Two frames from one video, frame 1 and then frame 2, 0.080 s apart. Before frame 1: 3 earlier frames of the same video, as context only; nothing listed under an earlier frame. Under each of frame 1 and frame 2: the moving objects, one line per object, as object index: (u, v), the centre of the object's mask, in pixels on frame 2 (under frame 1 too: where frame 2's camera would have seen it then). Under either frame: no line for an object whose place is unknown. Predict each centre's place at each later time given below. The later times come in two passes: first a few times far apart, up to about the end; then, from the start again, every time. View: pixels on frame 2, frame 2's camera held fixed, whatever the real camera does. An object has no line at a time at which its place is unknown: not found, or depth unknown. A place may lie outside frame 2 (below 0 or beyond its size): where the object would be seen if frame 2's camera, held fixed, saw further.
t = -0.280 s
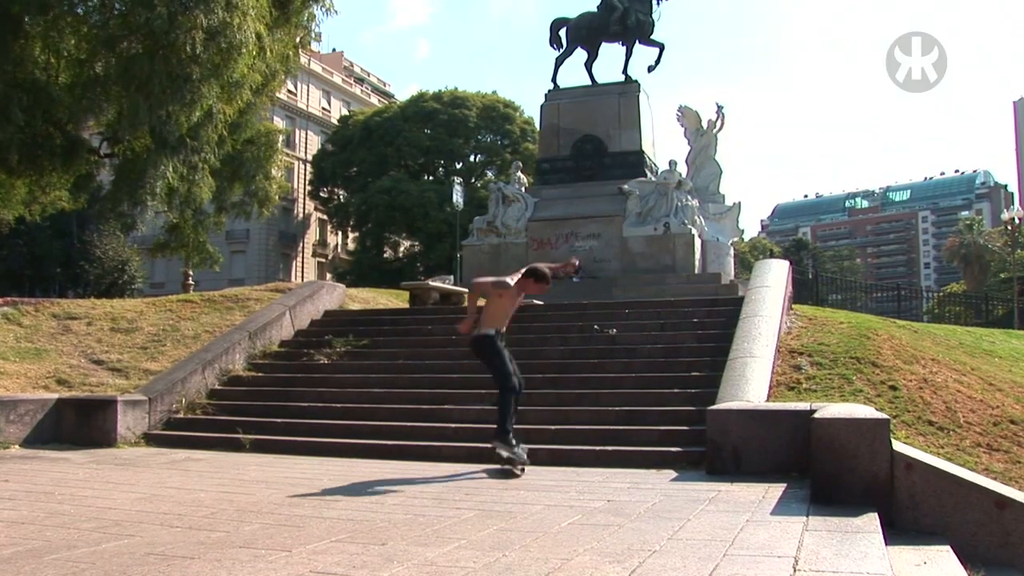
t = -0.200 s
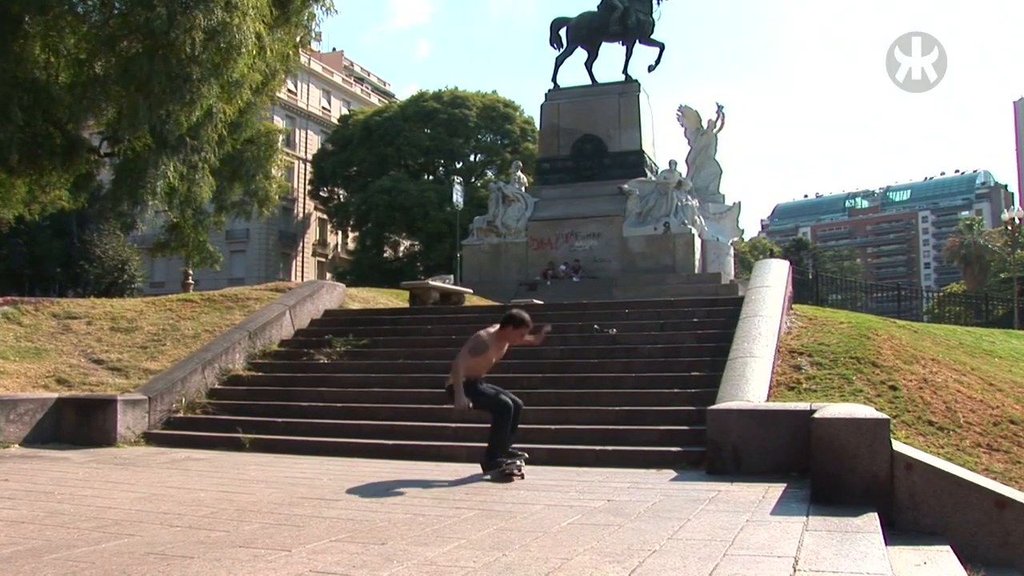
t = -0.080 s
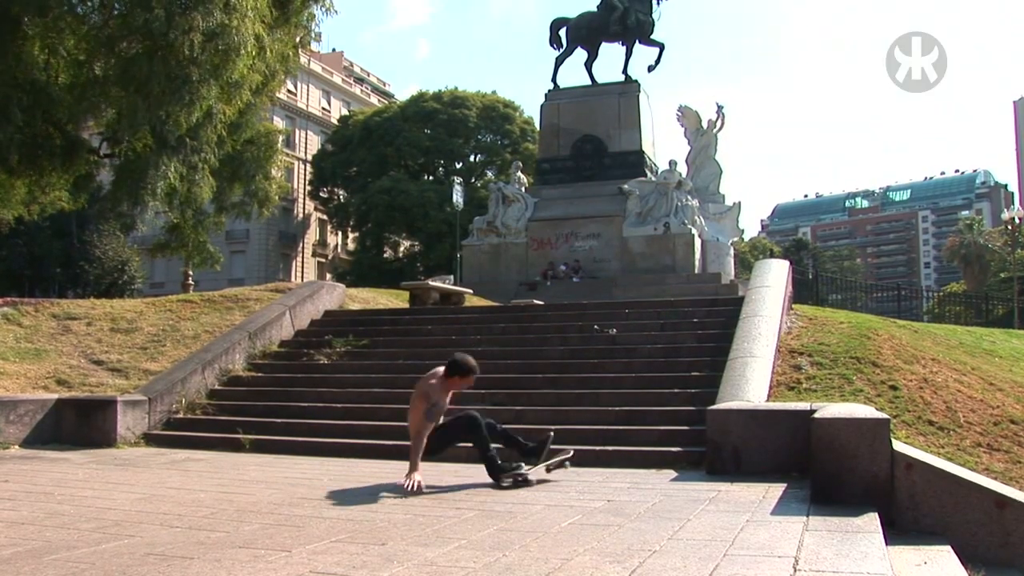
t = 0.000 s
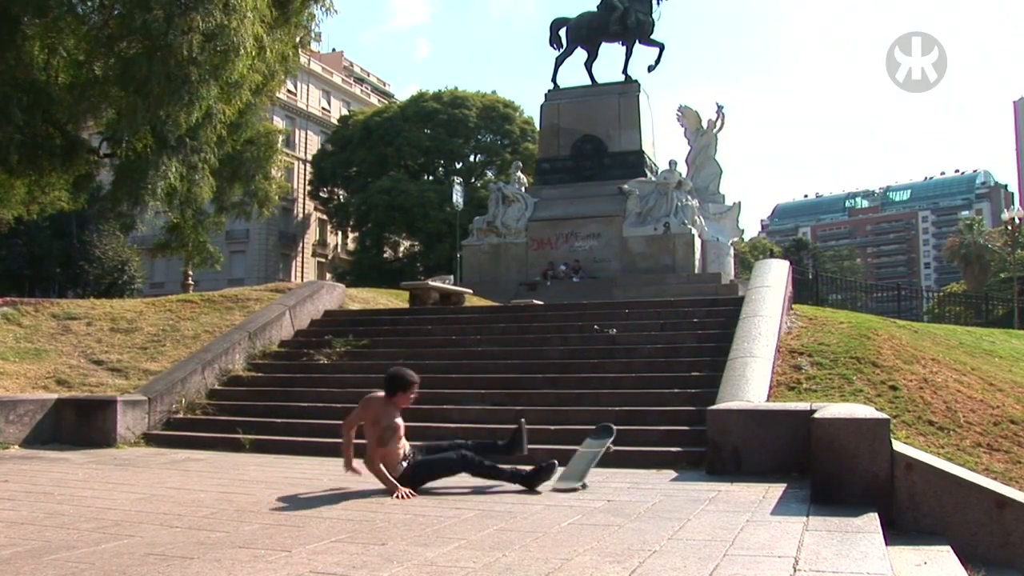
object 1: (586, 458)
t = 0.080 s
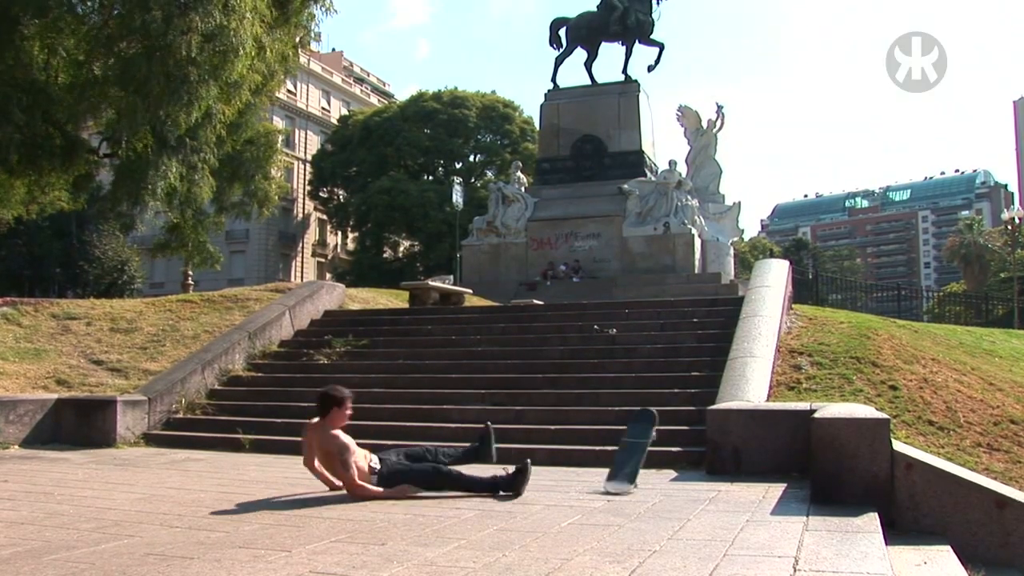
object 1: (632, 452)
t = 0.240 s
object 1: (730, 457)
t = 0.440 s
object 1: (787, 484)
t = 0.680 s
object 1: (782, 492)
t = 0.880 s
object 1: (775, 497)
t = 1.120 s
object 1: (764, 503)
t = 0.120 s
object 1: (656, 451)
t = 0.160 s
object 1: (680, 451)
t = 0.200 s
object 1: (705, 454)
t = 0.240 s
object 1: (730, 457)
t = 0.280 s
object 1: (757, 463)
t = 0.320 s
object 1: (782, 469)
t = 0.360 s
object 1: (792, 474)
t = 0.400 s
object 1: (789, 485)
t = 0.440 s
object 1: (787, 484)
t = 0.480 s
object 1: (784, 481)
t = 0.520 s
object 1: (782, 481)
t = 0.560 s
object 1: (781, 482)
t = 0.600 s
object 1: (781, 486)
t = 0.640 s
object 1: (781, 491)
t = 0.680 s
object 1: (782, 492)
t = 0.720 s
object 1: (781, 492)
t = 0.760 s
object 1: (780, 494)
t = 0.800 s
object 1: (778, 495)
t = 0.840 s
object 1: (777, 497)
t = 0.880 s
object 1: (775, 497)
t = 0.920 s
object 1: (773, 498)
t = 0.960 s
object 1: (772, 499)
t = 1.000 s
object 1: (770, 500)
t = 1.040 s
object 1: (768, 502)
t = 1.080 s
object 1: (766, 502)
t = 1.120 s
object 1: (764, 503)
